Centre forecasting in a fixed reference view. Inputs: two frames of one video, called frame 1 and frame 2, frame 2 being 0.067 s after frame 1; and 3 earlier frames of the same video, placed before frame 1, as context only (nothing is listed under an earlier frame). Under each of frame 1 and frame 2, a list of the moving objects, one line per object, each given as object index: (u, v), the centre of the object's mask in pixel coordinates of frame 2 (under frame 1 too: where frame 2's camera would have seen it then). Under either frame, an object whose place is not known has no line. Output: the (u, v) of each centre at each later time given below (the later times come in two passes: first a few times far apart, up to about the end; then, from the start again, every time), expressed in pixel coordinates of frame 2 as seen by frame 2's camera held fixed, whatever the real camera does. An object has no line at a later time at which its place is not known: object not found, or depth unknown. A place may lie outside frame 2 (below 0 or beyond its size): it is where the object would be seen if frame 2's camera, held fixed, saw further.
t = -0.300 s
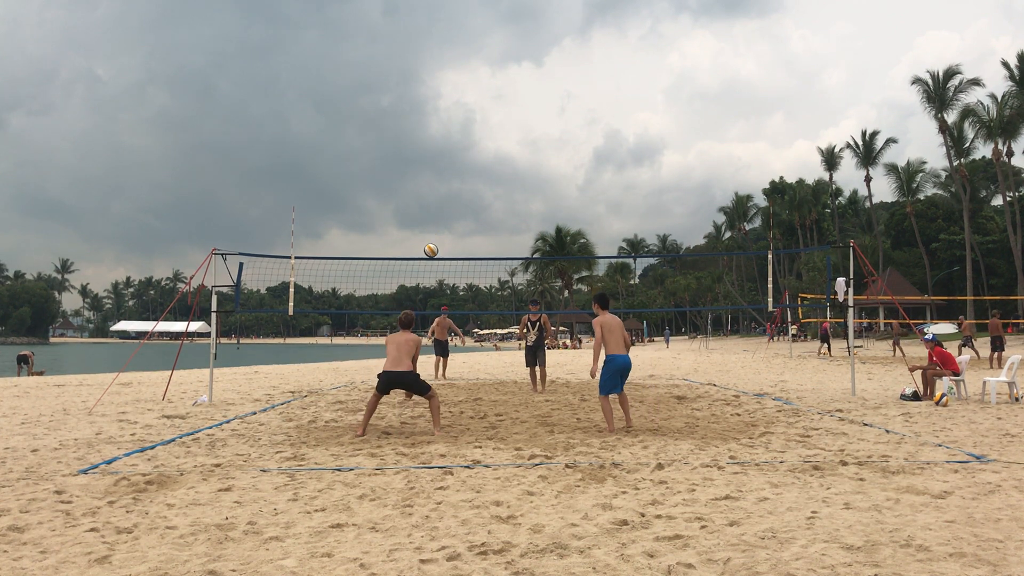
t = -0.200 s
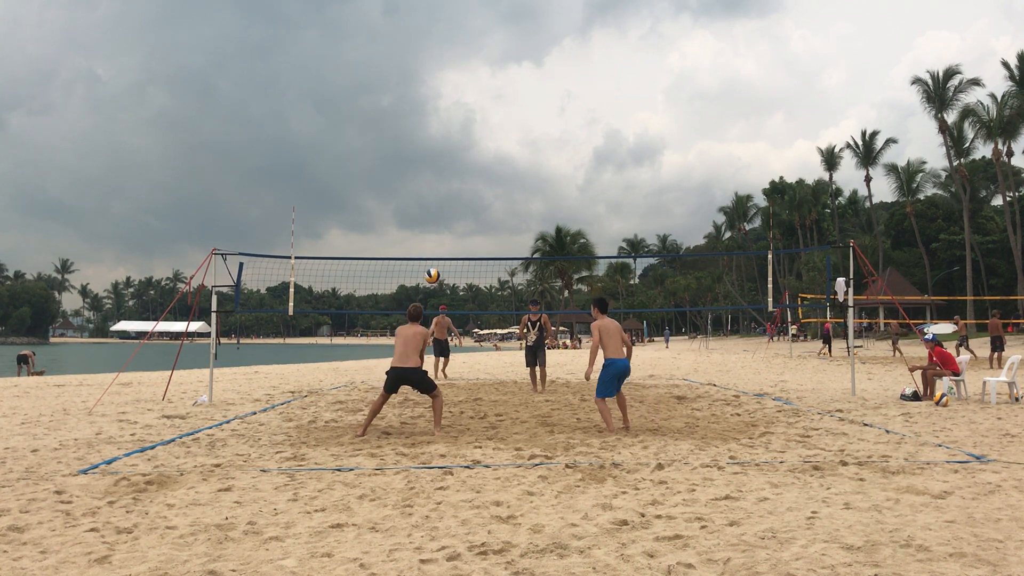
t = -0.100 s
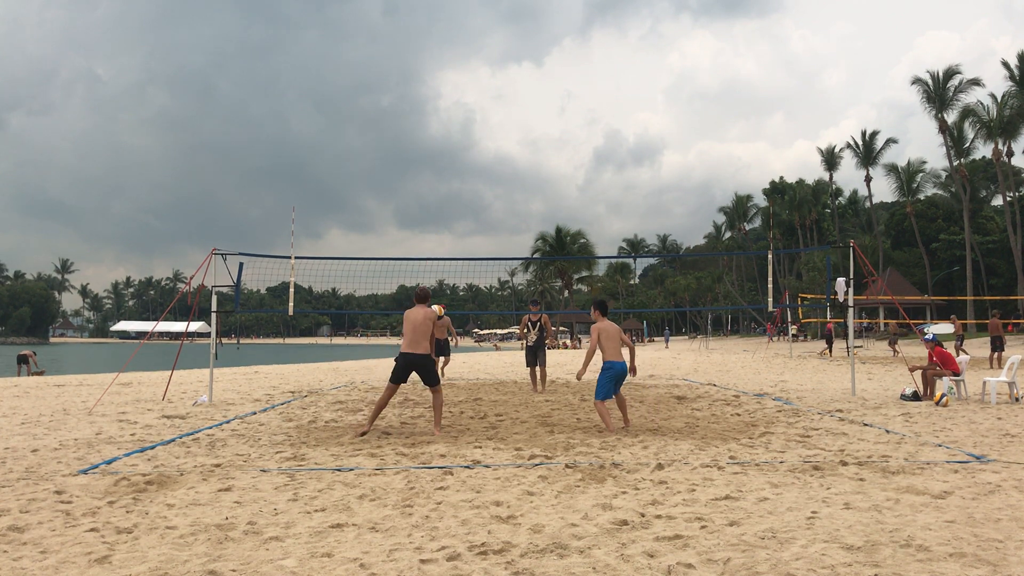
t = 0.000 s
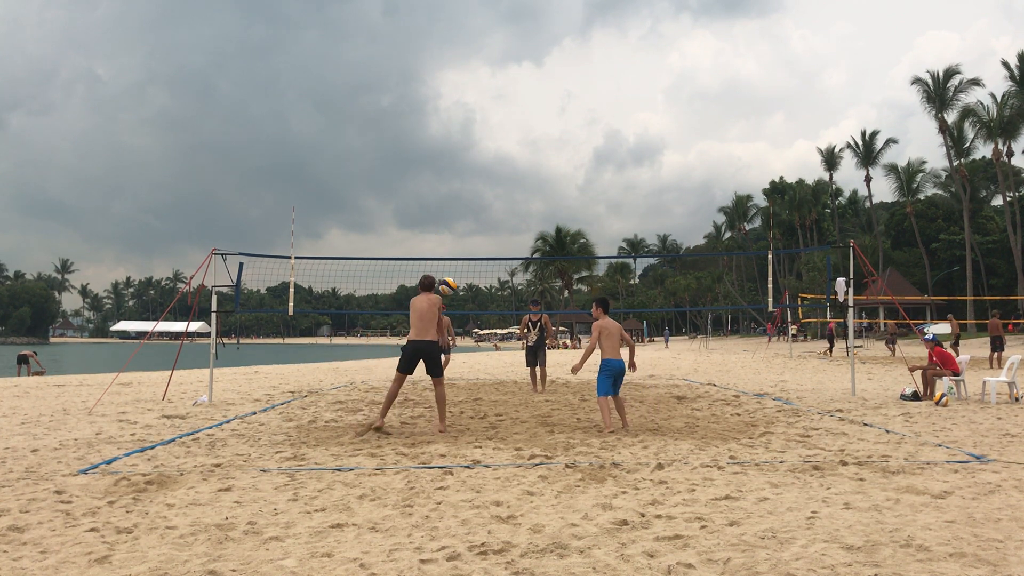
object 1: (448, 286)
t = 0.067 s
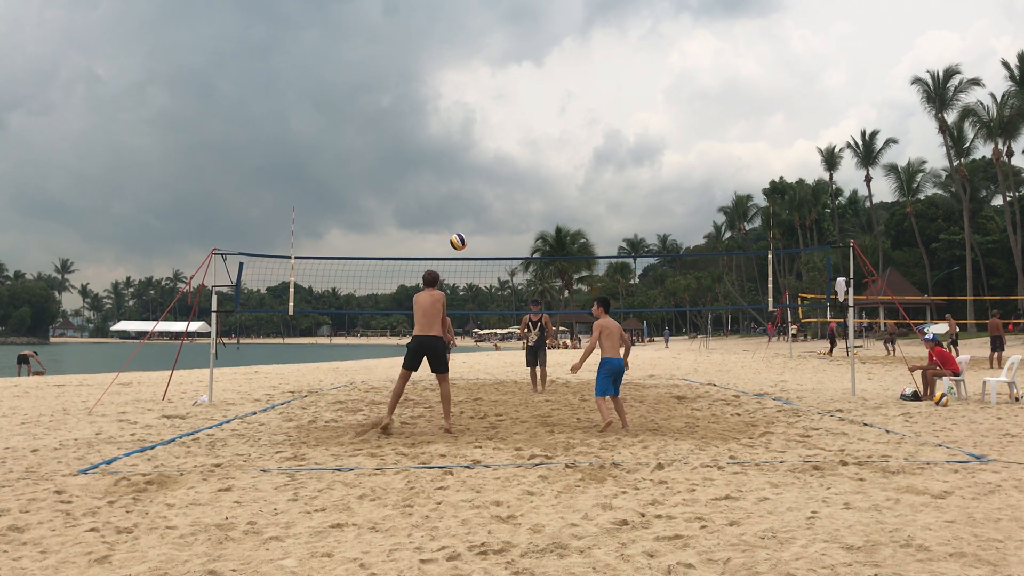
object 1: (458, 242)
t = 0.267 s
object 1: (488, 139)
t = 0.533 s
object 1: (521, 61)
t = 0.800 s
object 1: (551, 41)
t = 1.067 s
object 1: (578, 66)
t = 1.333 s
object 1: (601, 131)
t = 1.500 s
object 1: (615, 188)
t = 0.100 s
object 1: (464, 221)
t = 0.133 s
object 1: (469, 203)
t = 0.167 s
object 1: (474, 185)
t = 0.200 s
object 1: (479, 168)
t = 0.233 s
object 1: (483, 153)
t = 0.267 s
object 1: (488, 139)
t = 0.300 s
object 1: (492, 126)
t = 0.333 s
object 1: (497, 114)
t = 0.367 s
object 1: (501, 103)
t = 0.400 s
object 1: (505, 93)
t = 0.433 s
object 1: (509, 83)
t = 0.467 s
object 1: (513, 75)
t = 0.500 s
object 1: (517, 68)
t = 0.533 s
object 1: (521, 61)
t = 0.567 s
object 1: (525, 56)
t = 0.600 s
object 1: (529, 52)
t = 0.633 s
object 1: (533, 48)
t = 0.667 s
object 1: (536, 45)
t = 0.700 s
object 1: (540, 43)
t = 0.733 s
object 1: (544, 41)
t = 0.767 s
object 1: (547, 41)
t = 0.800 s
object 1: (551, 41)
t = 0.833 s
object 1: (555, 42)
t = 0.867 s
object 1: (558, 43)
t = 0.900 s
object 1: (561, 46)
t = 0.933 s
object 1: (565, 48)
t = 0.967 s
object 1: (568, 52)
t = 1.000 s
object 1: (571, 56)
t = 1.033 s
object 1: (574, 61)
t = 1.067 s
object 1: (578, 66)
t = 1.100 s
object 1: (580, 72)
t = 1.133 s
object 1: (584, 79)
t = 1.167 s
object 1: (587, 86)
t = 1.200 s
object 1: (590, 94)
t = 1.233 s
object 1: (593, 103)
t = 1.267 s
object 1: (595, 112)
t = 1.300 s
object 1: (598, 121)
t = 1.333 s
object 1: (601, 131)
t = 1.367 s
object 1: (604, 142)
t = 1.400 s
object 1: (607, 152)
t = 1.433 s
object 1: (610, 164)
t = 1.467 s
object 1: (612, 176)
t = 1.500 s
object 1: (615, 188)
